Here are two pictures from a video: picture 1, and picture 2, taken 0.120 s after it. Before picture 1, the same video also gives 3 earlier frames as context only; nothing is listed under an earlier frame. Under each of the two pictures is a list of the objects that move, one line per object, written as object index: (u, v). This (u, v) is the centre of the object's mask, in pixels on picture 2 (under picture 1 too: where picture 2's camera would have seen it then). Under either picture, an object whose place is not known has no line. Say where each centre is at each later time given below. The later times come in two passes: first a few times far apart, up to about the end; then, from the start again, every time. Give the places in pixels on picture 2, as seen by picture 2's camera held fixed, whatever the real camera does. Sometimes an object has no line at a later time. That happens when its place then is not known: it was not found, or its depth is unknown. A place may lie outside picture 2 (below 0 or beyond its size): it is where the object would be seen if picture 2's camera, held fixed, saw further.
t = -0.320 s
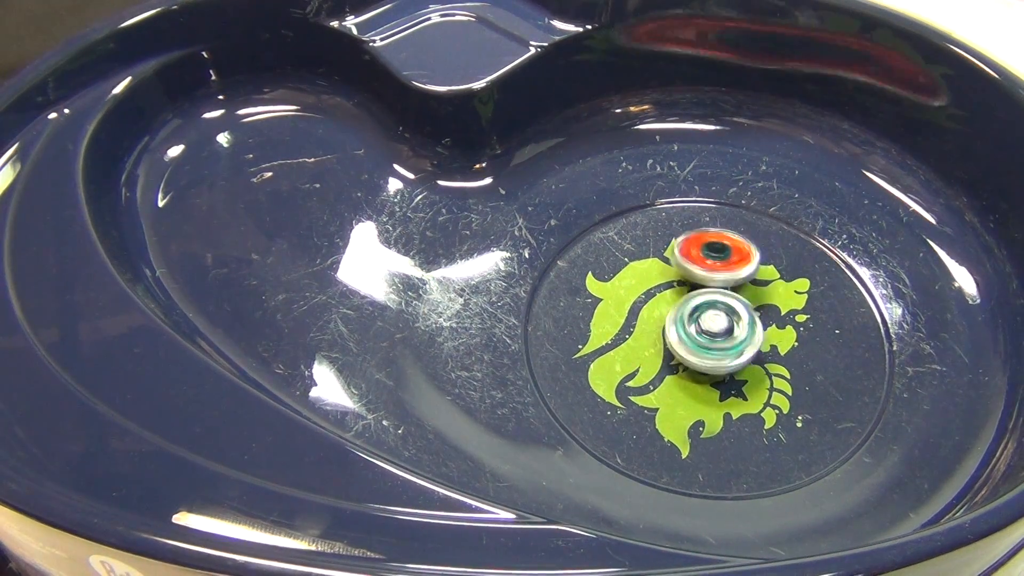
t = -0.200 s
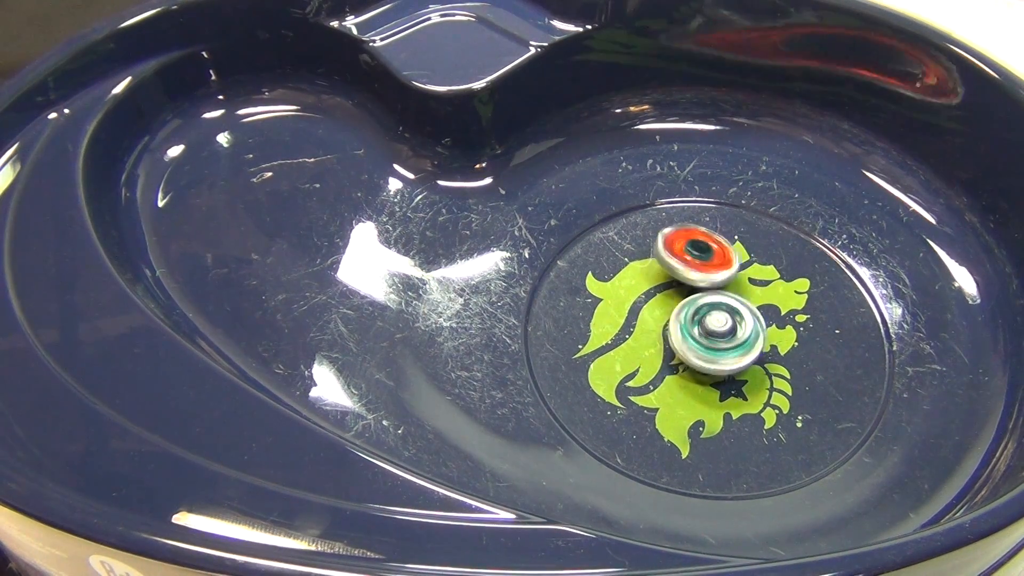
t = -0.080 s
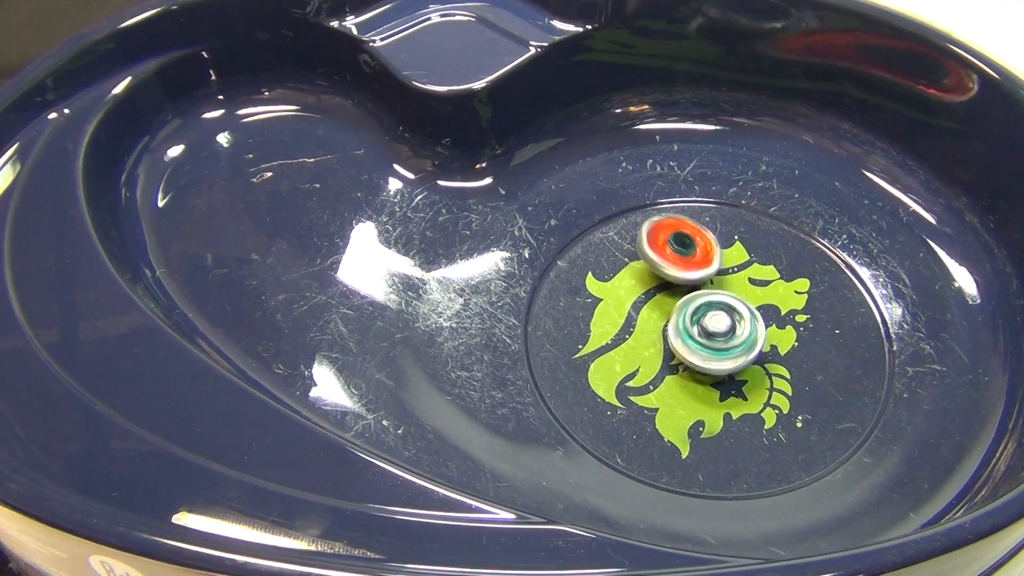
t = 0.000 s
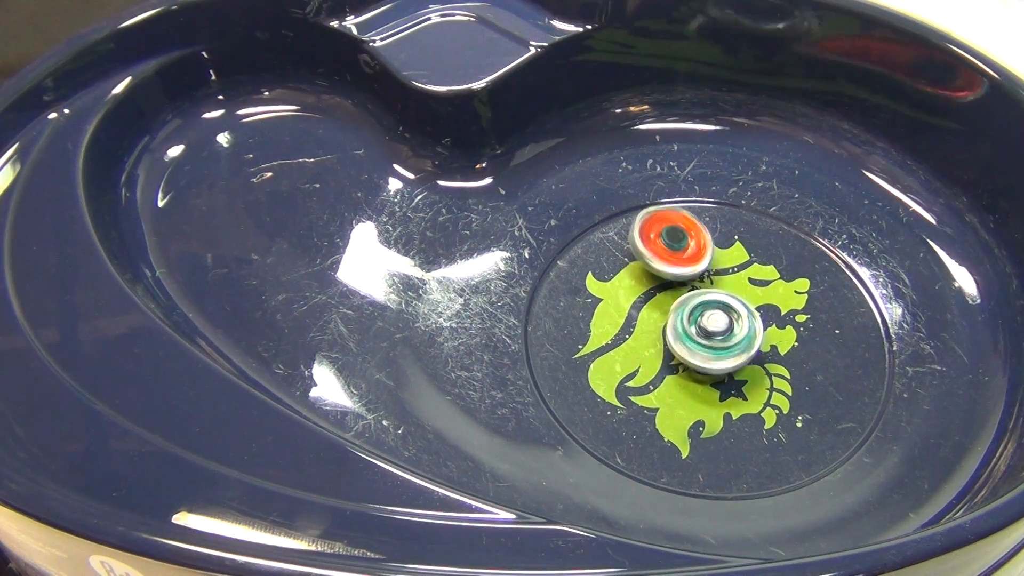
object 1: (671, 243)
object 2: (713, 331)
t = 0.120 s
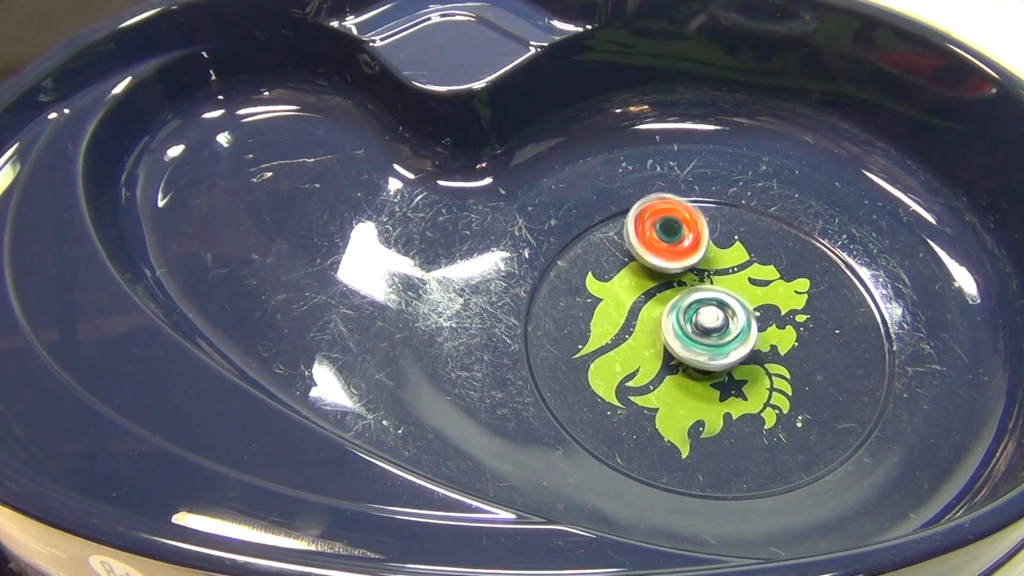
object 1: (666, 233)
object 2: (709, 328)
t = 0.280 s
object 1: (669, 230)
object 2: (701, 323)
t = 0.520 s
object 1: (675, 242)
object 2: (693, 327)
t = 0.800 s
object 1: (663, 258)
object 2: (665, 357)
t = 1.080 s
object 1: (646, 245)
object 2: (659, 374)
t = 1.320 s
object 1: (644, 240)
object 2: (652, 388)
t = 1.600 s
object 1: (650, 262)
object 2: (689, 355)
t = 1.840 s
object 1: (633, 284)
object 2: (751, 337)
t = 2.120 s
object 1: (605, 286)
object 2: (779, 349)
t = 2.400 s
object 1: (610, 284)
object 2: (722, 333)
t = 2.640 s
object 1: (585, 282)
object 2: (744, 316)
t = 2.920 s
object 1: (582, 292)
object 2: (751, 325)
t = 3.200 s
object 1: (596, 313)
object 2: (704, 324)
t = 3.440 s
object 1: (575, 324)
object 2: (737, 306)
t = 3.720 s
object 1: (578, 327)
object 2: (775, 339)
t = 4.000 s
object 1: (583, 333)
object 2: (703, 338)
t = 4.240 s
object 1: (576, 337)
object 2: (683, 300)
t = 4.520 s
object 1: (580, 351)
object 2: (728, 299)
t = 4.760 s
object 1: (623, 378)
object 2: (706, 331)
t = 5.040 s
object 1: (734, 405)
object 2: (650, 306)
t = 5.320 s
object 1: (707, 355)
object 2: (656, 287)
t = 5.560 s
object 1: (736, 387)
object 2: (676, 298)
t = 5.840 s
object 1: (760, 359)
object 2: (676, 328)
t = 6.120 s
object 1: (739, 332)
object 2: (654, 358)
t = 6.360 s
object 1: (726, 330)
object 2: (634, 357)
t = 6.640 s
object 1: (741, 329)
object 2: (633, 333)
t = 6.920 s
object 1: (757, 332)
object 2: (661, 323)
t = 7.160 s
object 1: (768, 337)
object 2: (689, 330)
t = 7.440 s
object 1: (760, 318)
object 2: (703, 349)
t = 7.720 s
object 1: (740, 298)
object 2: (695, 355)
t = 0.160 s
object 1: (666, 230)
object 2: (707, 327)
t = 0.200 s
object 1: (667, 230)
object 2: (705, 326)
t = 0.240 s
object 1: (668, 229)
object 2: (704, 325)
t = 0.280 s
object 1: (669, 230)
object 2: (701, 323)
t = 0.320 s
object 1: (671, 231)
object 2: (699, 322)
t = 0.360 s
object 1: (672, 234)
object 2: (697, 320)
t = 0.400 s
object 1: (674, 236)
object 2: (696, 318)
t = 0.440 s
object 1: (674, 240)
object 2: (693, 317)
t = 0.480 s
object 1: (676, 242)
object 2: (692, 319)
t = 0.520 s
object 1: (675, 242)
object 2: (693, 327)
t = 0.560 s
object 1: (676, 243)
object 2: (694, 334)
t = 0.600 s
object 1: (673, 246)
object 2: (693, 342)
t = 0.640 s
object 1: (672, 249)
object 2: (689, 349)
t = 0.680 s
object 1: (669, 251)
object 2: (683, 355)
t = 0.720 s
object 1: (667, 253)
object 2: (675, 358)
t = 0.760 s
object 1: (665, 256)
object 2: (669, 358)
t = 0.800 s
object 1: (663, 258)
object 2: (665, 357)
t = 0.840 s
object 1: (660, 260)
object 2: (661, 355)
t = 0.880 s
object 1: (657, 263)
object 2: (659, 353)
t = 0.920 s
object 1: (654, 265)
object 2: (658, 349)
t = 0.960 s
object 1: (651, 267)
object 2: (657, 346)
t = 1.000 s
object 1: (647, 261)
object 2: (658, 351)
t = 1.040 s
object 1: (646, 250)
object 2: (659, 364)
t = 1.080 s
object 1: (646, 245)
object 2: (659, 374)
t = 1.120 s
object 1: (645, 245)
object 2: (659, 381)
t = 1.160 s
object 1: (642, 242)
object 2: (657, 387)
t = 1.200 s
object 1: (643, 240)
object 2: (654, 390)
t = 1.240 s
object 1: (643, 240)
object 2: (653, 390)
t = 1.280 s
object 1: (643, 239)
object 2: (652, 390)
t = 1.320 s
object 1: (644, 240)
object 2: (652, 388)
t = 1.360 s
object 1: (645, 241)
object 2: (653, 385)
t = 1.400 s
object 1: (647, 243)
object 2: (655, 381)
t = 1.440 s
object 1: (649, 245)
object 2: (659, 376)
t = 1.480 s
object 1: (650, 249)
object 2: (664, 370)
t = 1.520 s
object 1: (651, 253)
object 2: (672, 365)
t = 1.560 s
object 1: (651, 258)
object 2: (680, 359)
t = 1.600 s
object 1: (650, 262)
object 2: (689, 355)
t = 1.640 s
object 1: (649, 267)
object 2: (699, 350)
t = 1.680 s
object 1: (647, 271)
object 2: (709, 346)
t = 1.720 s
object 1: (645, 275)
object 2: (719, 343)
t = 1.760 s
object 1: (641, 278)
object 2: (731, 340)
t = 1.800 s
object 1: (638, 281)
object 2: (741, 339)
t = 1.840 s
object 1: (633, 284)
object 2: (751, 337)
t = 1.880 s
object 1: (630, 286)
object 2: (761, 337)
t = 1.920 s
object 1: (624, 287)
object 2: (770, 338)
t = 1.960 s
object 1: (620, 288)
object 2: (778, 341)
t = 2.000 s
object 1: (615, 289)
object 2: (782, 344)
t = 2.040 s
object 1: (611, 288)
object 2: (783, 347)
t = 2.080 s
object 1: (607, 287)
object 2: (782, 349)
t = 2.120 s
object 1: (605, 286)
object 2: (779, 349)
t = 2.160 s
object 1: (604, 285)
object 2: (775, 351)
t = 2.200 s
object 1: (603, 284)
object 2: (768, 351)
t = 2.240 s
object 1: (603, 284)
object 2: (760, 350)
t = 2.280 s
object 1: (604, 283)
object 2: (751, 347)
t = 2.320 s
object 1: (606, 283)
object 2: (741, 344)
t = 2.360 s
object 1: (607, 283)
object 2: (732, 339)
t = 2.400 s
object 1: (610, 284)
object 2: (722, 333)
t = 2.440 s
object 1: (613, 286)
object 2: (714, 327)
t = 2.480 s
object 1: (616, 289)
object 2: (706, 320)
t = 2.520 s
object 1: (598, 284)
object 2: (719, 319)
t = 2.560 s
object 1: (587, 281)
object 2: (731, 319)
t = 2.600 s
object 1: (585, 280)
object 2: (738, 318)
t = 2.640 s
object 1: (585, 282)
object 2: (744, 316)
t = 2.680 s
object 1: (583, 285)
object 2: (749, 317)
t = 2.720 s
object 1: (580, 285)
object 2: (753, 318)
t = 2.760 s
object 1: (581, 287)
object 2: (755, 319)
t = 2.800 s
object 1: (580, 288)
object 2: (756, 320)
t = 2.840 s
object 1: (580, 290)
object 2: (755, 322)
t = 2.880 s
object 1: (580, 291)
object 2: (754, 324)
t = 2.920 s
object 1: (582, 292)
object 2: (751, 325)
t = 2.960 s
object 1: (584, 295)
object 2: (747, 326)
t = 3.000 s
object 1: (586, 297)
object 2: (743, 328)
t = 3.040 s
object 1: (588, 300)
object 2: (736, 328)
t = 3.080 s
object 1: (590, 303)
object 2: (730, 329)
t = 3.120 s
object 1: (592, 306)
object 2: (722, 329)
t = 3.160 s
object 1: (593, 309)
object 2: (713, 328)
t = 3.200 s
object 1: (596, 313)
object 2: (704, 324)
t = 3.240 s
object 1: (597, 317)
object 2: (696, 319)
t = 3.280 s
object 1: (598, 321)
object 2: (690, 315)
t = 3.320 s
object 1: (582, 324)
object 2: (702, 310)
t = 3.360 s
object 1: (572, 324)
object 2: (716, 308)
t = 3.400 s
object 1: (572, 323)
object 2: (727, 306)
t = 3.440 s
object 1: (575, 324)
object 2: (737, 306)
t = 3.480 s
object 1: (577, 327)
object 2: (748, 307)
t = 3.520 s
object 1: (572, 328)
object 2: (758, 309)
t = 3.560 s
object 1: (571, 324)
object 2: (767, 313)
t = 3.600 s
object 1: (574, 322)
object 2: (775, 318)
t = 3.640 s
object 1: (577, 324)
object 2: (779, 325)
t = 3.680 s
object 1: (578, 326)
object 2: (780, 333)
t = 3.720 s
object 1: (578, 327)
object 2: (775, 339)
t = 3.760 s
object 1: (578, 327)
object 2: (767, 344)
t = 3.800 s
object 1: (579, 327)
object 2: (757, 346)
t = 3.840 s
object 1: (581, 330)
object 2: (747, 347)
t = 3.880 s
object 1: (581, 332)
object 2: (735, 347)
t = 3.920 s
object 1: (581, 333)
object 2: (725, 345)
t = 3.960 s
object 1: (581, 333)
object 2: (712, 342)
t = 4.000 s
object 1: (583, 333)
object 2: (703, 338)
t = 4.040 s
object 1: (585, 335)
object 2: (692, 334)
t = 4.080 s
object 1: (585, 337)
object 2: (682, 329)
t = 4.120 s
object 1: (582, 338)
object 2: (675, 323)
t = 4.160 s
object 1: (573, 339)
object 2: (677, 315)
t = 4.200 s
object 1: (570, 336)
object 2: (679, 307)
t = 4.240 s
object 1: (576, 337)
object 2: (683, 300)
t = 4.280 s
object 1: (578, 343)
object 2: (689, 295)
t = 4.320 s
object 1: (577, 347)
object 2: (695, 290)
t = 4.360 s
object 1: (572, 347)
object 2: (703, 288)
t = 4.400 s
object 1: (572, 345)
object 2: (711, 288)
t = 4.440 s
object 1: (576, 345)
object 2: (719, 291)
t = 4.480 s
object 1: (578, 349)
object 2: (724, 294)
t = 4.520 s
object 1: (580, 351)
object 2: (728, 299)
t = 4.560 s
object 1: (584, 354)
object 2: (730, 306)
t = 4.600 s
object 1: (589, 357)
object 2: (729, 312)
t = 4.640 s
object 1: (594, 361)
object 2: (726, 318)
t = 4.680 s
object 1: (600, 368)
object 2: (721, 324)
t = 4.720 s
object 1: (610, 373)
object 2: (713, 329)
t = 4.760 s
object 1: (623, 378)
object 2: (706, 331)
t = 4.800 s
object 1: (638, 383)
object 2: (699, 330)
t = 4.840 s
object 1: (654, 390)
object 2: (691, 325)
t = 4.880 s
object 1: (669, 400)
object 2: (680, 321)
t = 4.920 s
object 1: (685, 406)
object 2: (671, 319)
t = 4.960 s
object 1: (700, 406)
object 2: (665, 316)
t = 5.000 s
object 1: (717, 407)
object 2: (657, 311)
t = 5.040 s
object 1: (734, 405)
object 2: (650, 306)
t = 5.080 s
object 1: (748, 396)
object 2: (645, 301)
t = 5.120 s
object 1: (753, 384)
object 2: (642, 295)
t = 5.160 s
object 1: (751, 370)
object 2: (643, 290)
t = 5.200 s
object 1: (743, 359)
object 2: (645, 287)
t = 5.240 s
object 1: (730, 353)
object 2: (648, 286)
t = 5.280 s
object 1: (717, 351)
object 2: (652, 286)
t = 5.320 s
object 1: (707, 355)
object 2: (656, 287)
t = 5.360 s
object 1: (704, 362)
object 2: (661, 288)
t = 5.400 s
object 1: (705, 368)
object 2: (667, 292)
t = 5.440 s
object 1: (709, 375)
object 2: (671, 294)
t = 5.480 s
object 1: (718, 383)
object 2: (673, 295)
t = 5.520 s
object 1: (727, 386)
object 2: (674, 297)
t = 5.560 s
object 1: (736, 387)
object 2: (676, 298)
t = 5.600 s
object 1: (742, 384)
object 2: (679, 301)
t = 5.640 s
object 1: (747, 381)
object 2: (681, 304)
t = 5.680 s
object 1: (750, 376)
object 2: (683, 308)
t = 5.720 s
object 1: (751, 371)
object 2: (684, 312)
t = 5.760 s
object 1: (757, 365)
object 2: (681, 317)
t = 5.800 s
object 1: (759, 363)
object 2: (679, 322)
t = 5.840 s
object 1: (760, 359)
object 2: (676, 328)
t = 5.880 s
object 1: (760, 354)
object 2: (675, 334)
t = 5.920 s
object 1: (758, 349)
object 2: (671, 339)
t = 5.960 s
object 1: (756, 344)
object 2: (669, 344)
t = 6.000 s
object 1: (754, 340)
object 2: (666, 350)
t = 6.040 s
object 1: (749, 337)
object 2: (662, 353)
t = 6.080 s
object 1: (743, 335)
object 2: (659, 356)
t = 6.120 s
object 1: (739, 332)
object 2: (654, 358)
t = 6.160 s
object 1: (737, 331)
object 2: (650, 359)
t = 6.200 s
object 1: (734, 331)
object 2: (647, 361)
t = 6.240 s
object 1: (730, 331)
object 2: (644, 361)
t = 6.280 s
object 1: (728, 330)
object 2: (642, 359)
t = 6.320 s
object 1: (726, 330)
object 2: (638, 359)
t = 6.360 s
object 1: (726, 330)
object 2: (634, 357)
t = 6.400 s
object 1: (725, 331)
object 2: (631, 353)
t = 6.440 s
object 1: (726, 330)
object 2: (630, 350)
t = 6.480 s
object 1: (726, 330)
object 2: (631, 345)
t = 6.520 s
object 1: (727, 330)
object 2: (635, 341)
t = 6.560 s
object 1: (730, 330)
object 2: (635, 338)
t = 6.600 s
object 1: (736, 329)
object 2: (633, 335)
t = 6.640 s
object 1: (741, 329)
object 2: (633, 333)
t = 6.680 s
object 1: (744, 330)
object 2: (635, 330)
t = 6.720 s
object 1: (746, 330)
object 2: (638, 328)
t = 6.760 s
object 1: (748, 331)
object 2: (643, 325)
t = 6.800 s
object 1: (748, 331)
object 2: (647, 324)
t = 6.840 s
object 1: (749, 331)
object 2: (653, 323)
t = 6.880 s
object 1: (753, 331)
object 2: (658, 323)
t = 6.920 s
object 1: (757, 332)
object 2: (661, 323)
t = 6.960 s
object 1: (760, 334)
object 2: (666, 323)
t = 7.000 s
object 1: (761, 336)
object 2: (673, 323)
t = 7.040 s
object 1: (763, 338)
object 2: (677, 323)
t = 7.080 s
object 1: (767, 336)
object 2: (680, 325)
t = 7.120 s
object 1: (768, 337)
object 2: (685, 328)
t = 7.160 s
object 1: (768, 337)
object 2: (689, 330)
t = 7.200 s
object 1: (770, 335)
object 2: (692, 333)
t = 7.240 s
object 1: (775, 331)
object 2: (692, 336)
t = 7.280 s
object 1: (773, 327)
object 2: (694, 340)
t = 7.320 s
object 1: (769, 323)
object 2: (696, 345)
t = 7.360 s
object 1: (766, 321)
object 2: (698, 348)
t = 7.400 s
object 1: (763, 318)
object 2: (701, 349)
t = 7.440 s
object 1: (760, 318)
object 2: (703, 349)
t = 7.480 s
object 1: (756, 315)
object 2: (704, 347)
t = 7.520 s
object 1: (754, 311)
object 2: (701, 346)
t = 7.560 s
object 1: (751, 306)
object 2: (701, 348)
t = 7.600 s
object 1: (749, 303)
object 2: (701, 350)
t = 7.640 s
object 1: (748, 300)
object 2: (700, 351)
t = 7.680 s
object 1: (744, 297)
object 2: (697, 353)
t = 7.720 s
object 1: (740, 298)
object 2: (695, 355)
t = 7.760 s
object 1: (737, 297)
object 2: (695, 355)
